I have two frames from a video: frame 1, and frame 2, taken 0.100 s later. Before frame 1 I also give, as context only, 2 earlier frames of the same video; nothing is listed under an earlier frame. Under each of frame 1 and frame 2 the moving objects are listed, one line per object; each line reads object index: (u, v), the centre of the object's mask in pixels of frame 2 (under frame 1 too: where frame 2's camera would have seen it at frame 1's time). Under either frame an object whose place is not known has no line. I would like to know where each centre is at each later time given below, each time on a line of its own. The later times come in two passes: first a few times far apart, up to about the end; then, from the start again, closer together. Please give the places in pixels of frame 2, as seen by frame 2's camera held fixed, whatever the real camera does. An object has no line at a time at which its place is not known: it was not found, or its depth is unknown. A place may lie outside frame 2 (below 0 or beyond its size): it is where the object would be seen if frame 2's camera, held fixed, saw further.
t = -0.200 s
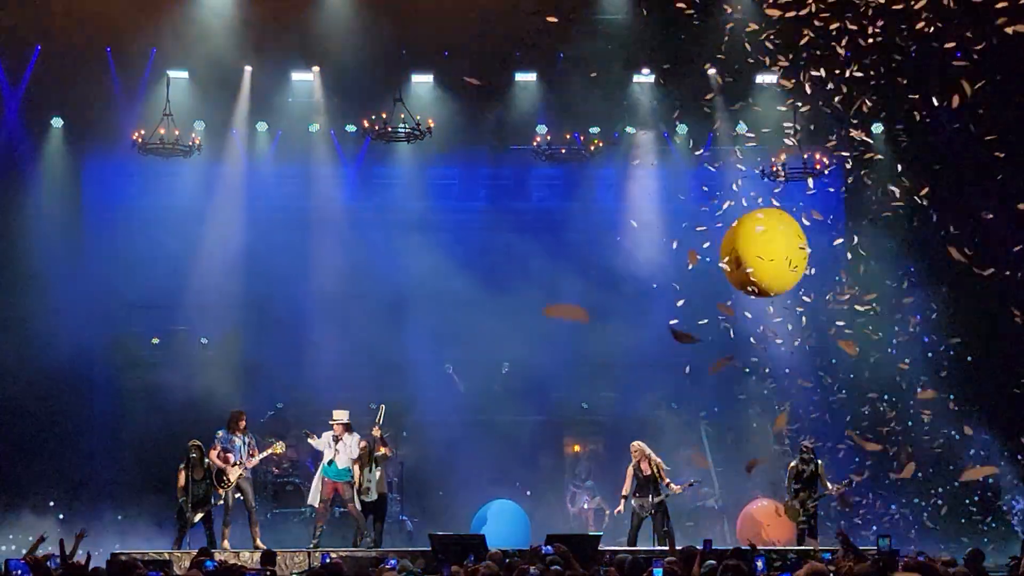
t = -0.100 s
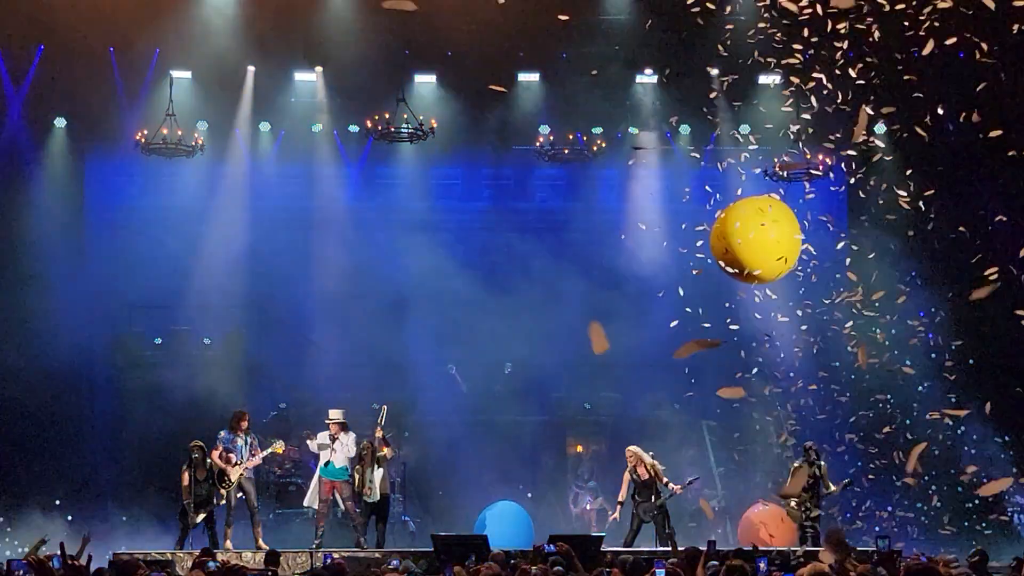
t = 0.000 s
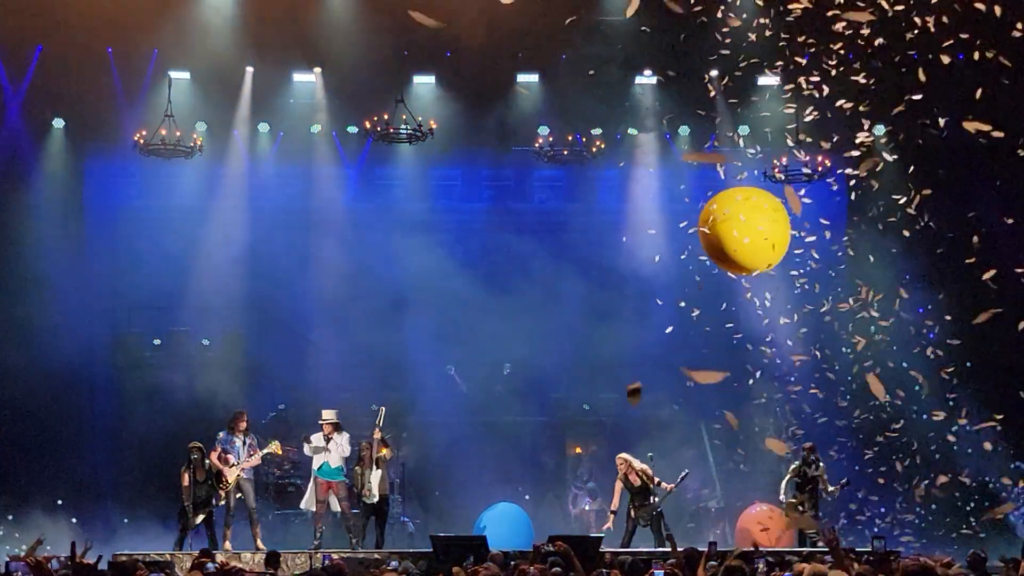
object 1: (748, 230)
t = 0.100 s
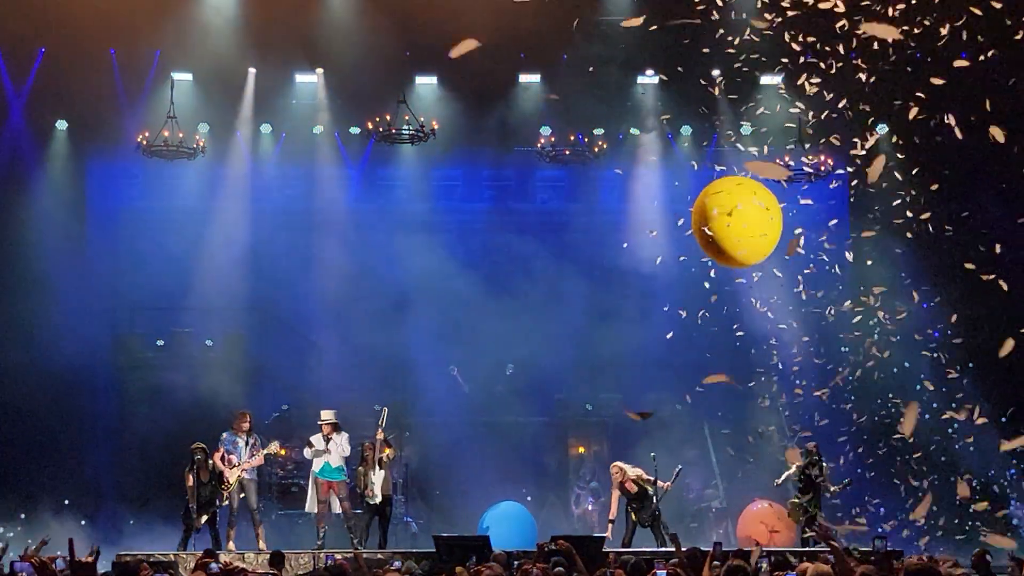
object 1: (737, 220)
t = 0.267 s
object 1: (720, 210)
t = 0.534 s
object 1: (695, 202)
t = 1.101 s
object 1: (663, 245)
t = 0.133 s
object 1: (734, 218)
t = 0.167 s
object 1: (731, 216)
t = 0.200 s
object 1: (728, 214)
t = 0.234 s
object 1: (724, 212)
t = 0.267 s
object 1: (720, 210)
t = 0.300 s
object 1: (718, 207)
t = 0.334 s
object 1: (715, 207)
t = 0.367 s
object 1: (712, 207)
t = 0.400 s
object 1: (708, 205)
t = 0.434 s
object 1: (704, 203)
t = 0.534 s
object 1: (695, 202)
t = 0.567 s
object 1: (695, 203)
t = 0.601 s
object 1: (701, 203)
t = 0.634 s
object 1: (698, 206)
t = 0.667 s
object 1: (688, 209)
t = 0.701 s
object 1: (684, 209)
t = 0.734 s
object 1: (681, 210)
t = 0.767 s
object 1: (679, 213)
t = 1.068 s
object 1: (664, 240)
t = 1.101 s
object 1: (663, 245)
